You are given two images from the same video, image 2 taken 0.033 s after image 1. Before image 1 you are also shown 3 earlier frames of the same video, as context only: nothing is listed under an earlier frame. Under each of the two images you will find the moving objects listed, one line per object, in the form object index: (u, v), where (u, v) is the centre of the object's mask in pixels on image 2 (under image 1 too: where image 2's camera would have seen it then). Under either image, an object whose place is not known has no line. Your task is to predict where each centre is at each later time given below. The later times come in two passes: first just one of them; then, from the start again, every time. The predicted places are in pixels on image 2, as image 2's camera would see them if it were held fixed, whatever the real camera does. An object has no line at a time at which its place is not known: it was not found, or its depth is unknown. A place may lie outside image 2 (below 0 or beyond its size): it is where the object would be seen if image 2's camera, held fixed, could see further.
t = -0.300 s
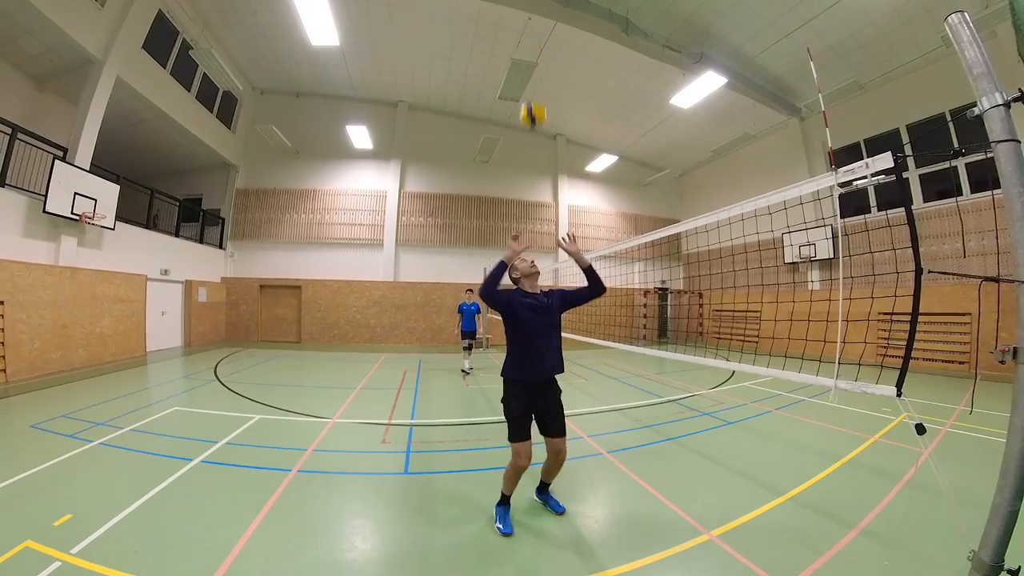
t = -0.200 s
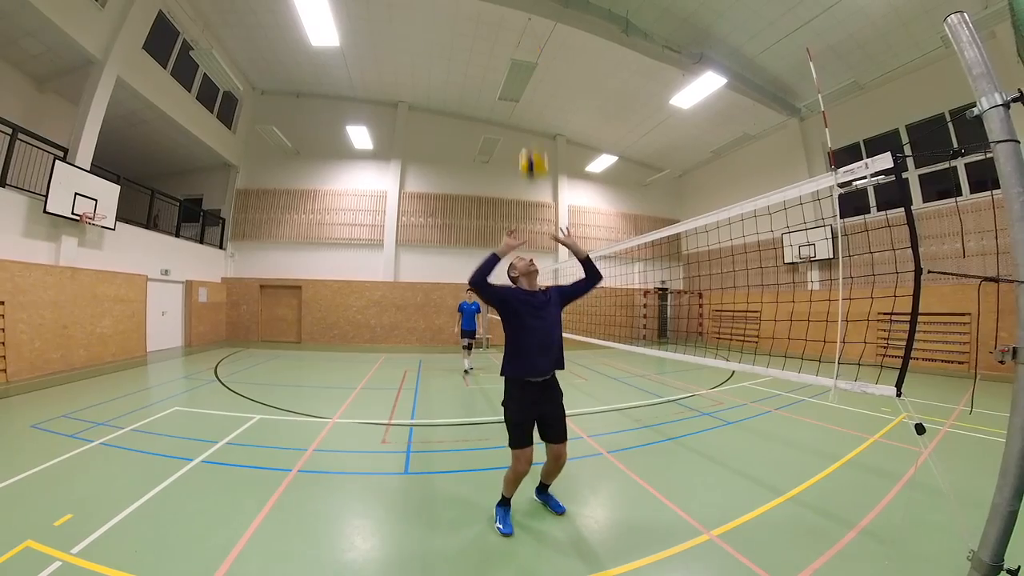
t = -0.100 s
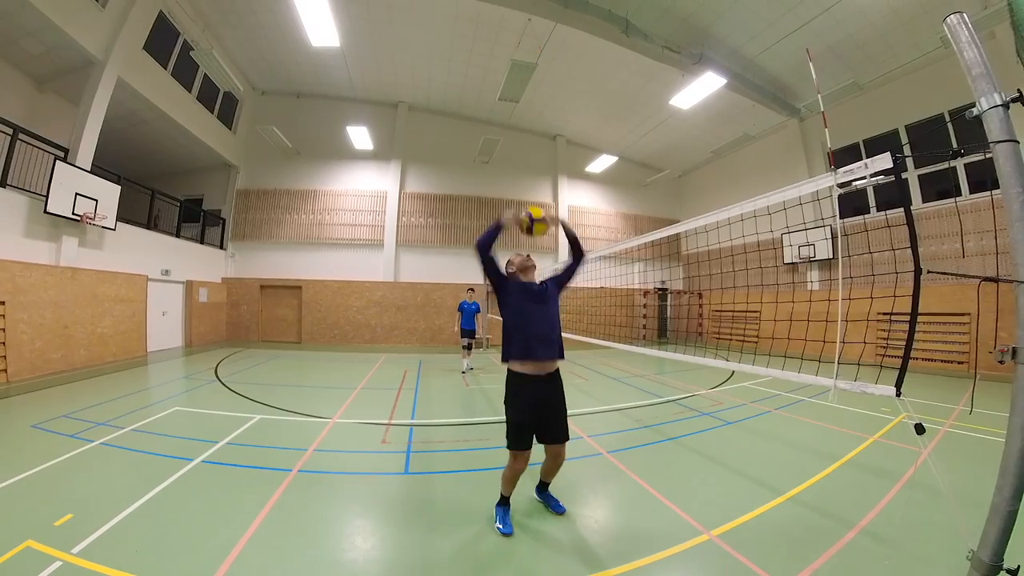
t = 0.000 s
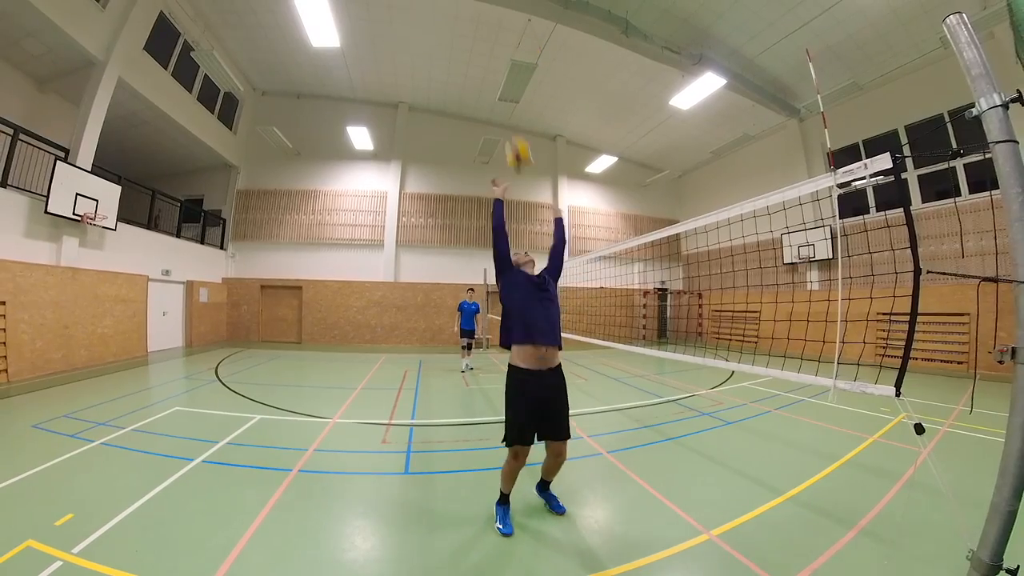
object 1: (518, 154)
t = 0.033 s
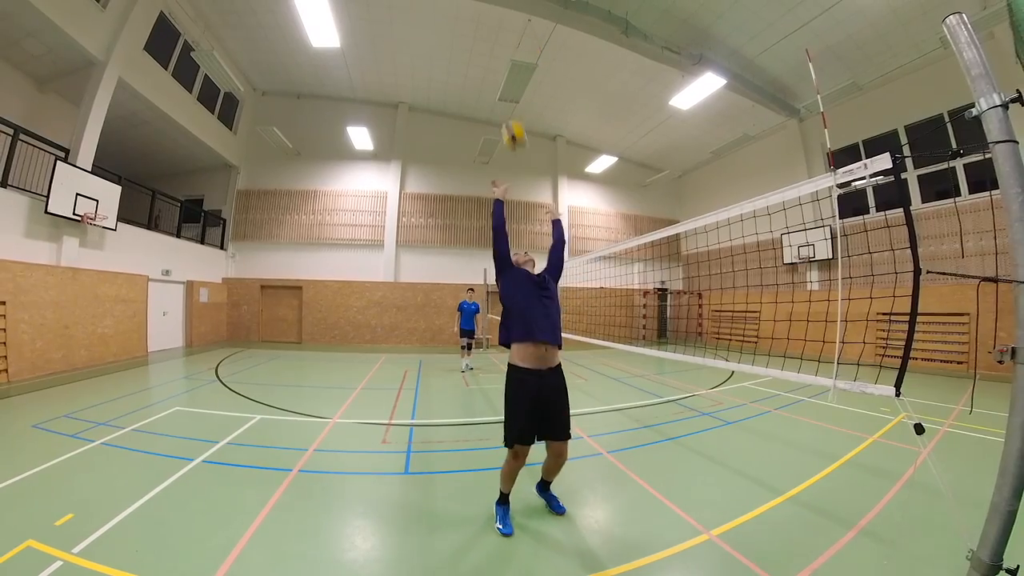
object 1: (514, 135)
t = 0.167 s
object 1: (501, 86)
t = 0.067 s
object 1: (510, 119)
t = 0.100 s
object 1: (507, 107)
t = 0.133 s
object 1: (504, 96)
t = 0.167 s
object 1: (501, 86)
